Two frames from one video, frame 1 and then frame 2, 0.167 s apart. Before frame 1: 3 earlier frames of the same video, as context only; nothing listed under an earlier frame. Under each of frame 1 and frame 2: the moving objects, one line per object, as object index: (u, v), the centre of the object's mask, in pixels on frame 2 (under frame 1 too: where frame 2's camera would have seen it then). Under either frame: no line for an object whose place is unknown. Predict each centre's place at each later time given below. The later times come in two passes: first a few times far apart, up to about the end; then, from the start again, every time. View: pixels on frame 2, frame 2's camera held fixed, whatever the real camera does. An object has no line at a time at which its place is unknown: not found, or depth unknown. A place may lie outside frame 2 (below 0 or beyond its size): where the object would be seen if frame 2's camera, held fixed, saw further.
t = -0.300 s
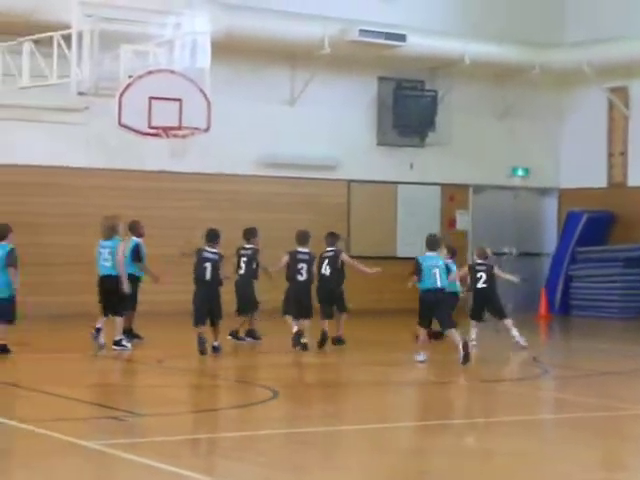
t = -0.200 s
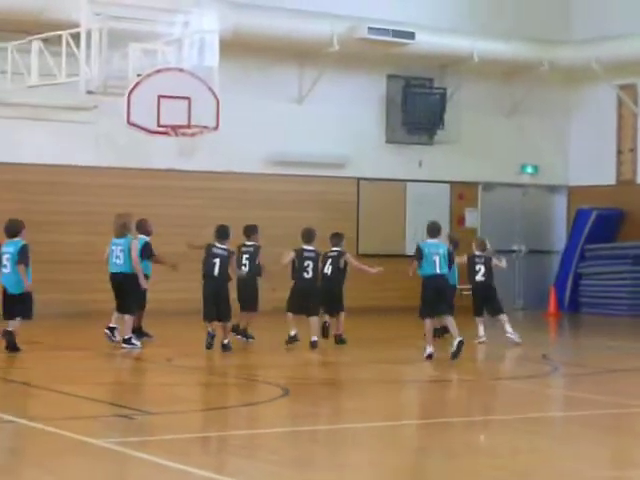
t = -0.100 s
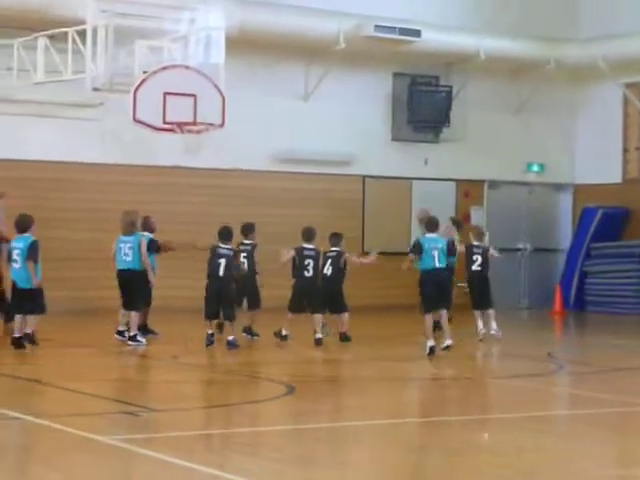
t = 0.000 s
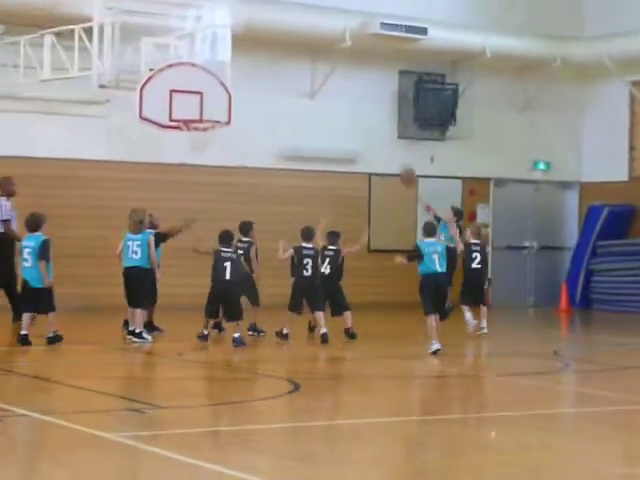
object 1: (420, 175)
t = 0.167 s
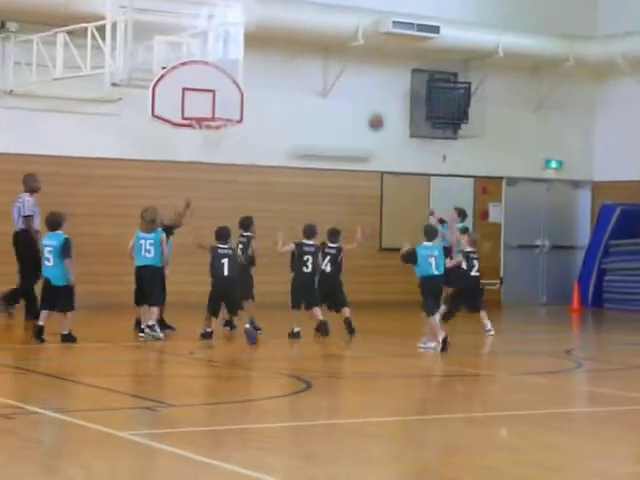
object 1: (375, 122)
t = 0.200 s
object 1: (366, 114)
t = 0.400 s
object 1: (313, 86)
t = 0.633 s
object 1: (251, 94)
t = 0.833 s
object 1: (212, 102)
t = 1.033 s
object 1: (197, 103)
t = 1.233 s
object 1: (185, 104)
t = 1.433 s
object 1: (171, 123)
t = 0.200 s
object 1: (366, 114)
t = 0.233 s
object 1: (358, 107)
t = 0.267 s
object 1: (349, 101)
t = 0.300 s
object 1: (340, 96)
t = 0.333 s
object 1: (332, 91)
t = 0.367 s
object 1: (322, 88)
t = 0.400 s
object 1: (313, 86)
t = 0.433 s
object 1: (305, 85)
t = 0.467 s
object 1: (296, 84)
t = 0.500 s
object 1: (287, 84)
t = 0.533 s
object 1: (278, 85)
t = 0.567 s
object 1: (269, 88)
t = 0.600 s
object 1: (260, 91)
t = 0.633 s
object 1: (251, 94)
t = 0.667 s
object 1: (242, 99)
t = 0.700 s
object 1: (232, 106)
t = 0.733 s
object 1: (224, 111)
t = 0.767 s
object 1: (220, 107)
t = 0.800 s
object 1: (216, 104)
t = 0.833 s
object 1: (212, 102)
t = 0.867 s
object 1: (208, 101)
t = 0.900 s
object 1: (204, 100)
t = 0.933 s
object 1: (201, 100)
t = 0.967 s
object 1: (200, 100)
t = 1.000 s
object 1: (198, 101)
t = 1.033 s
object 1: (197, 103)
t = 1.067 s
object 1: (196, 106)
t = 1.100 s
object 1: (194, 109)
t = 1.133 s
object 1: (191, 106)
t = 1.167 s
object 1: (190, 105)
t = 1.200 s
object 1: (187, 104)
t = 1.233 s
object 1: (185, 104)
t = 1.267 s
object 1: (183, 104)
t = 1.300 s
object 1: (181, 106)
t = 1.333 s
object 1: (179, 109)
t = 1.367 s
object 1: (176, 112)
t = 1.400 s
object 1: (175, 116)
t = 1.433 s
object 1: (171, 123)
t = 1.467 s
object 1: (169, 130)
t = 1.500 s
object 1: (167, 136)
